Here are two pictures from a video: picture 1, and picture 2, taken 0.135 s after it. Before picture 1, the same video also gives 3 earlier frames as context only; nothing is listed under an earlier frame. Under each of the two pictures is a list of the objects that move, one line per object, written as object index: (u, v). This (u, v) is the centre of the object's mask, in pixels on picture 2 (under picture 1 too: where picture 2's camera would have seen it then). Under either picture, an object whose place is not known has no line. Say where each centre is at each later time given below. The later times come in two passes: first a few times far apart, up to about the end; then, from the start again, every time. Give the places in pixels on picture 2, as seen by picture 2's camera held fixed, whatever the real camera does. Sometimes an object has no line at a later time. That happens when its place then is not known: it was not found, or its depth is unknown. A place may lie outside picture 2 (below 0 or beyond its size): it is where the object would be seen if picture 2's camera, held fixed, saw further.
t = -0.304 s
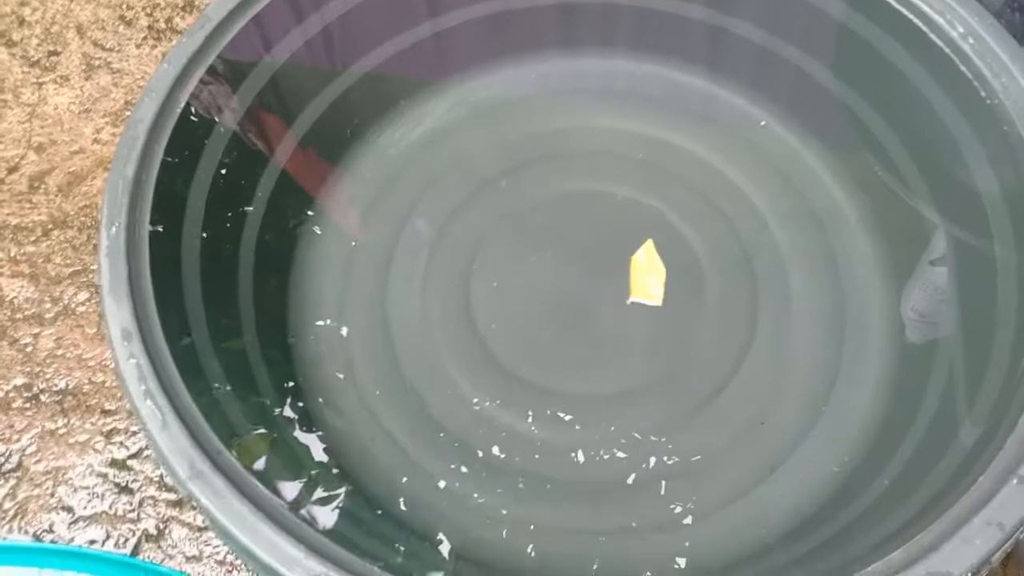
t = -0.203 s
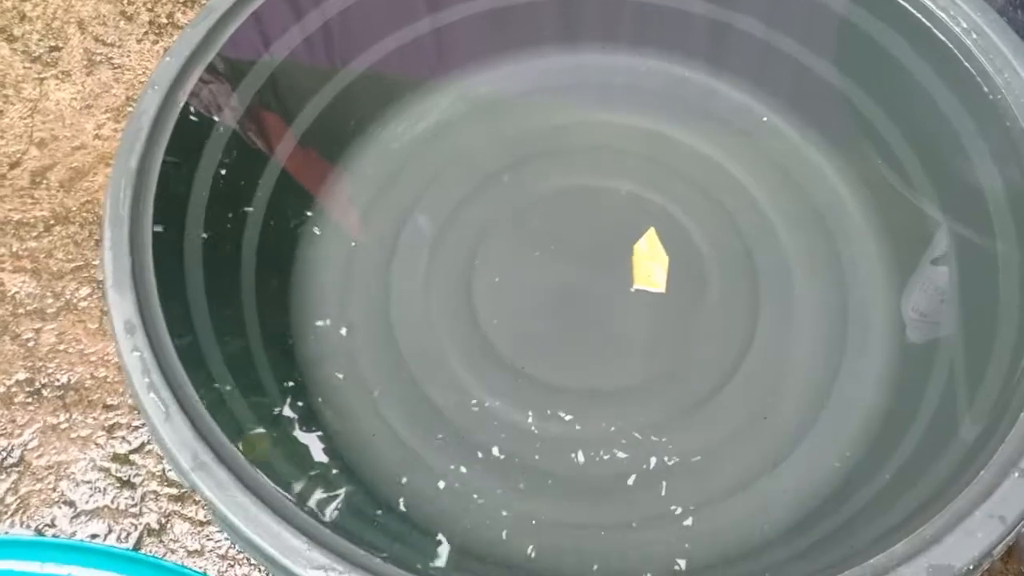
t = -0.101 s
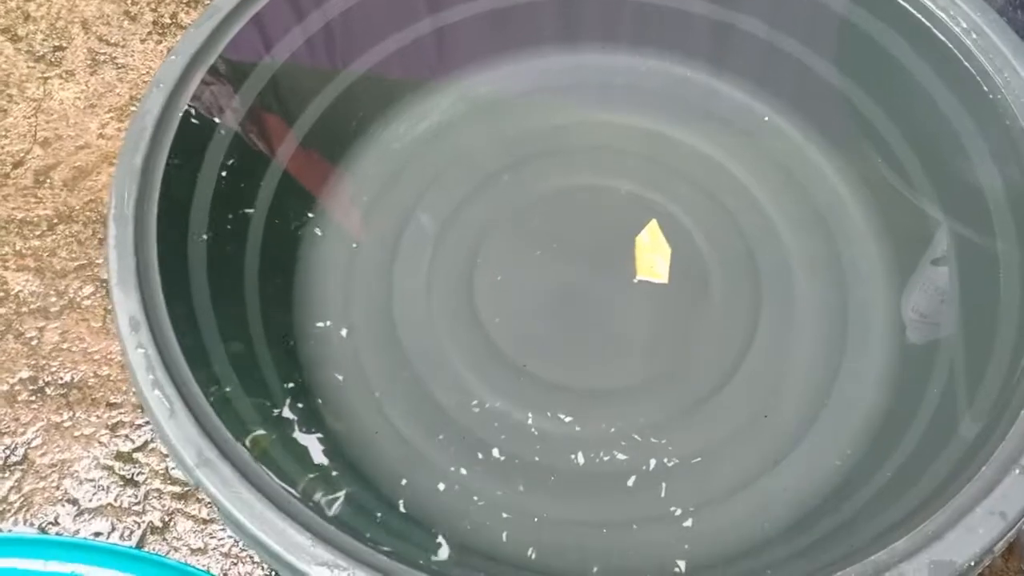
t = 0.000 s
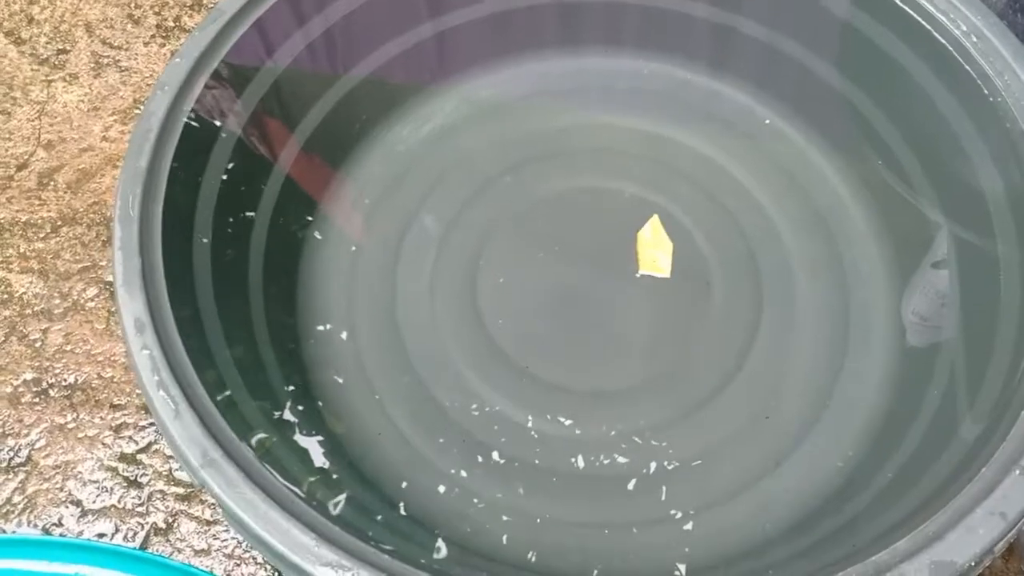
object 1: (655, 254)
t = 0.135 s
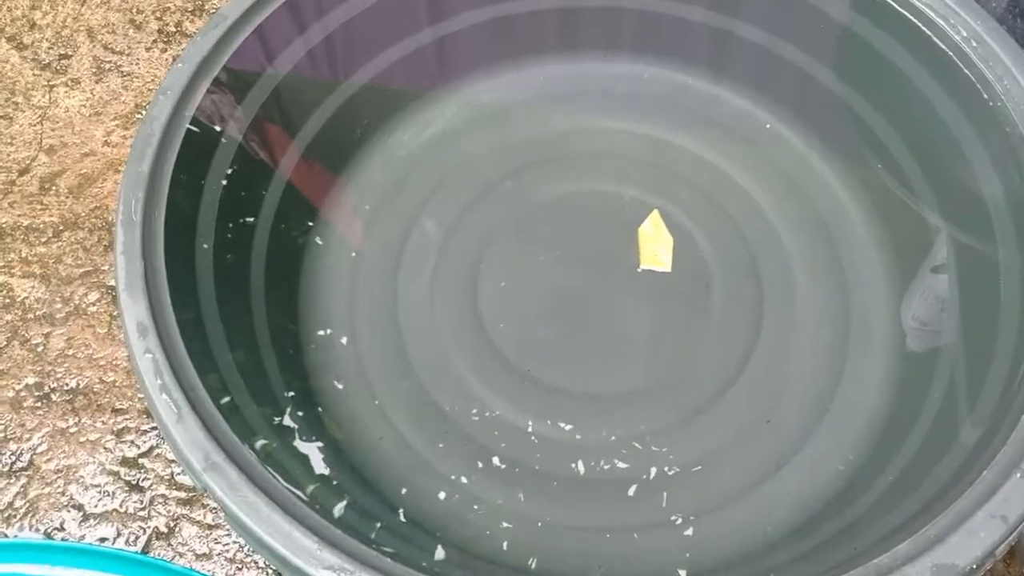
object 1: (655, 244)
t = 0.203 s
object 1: (654, 239)
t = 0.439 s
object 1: (652, 223)
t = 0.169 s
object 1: (655, 242)
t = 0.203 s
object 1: (654, 239)
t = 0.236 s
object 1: (654, 237)
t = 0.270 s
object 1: (654, 234)
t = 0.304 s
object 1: (653, 232)
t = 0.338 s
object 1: (653, 230)
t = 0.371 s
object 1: (653, 227)
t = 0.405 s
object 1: (652, 225)
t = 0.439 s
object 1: (652, 223)
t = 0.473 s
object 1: (651, 221)
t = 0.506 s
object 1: (651, 219)
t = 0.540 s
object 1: (650, 217)
